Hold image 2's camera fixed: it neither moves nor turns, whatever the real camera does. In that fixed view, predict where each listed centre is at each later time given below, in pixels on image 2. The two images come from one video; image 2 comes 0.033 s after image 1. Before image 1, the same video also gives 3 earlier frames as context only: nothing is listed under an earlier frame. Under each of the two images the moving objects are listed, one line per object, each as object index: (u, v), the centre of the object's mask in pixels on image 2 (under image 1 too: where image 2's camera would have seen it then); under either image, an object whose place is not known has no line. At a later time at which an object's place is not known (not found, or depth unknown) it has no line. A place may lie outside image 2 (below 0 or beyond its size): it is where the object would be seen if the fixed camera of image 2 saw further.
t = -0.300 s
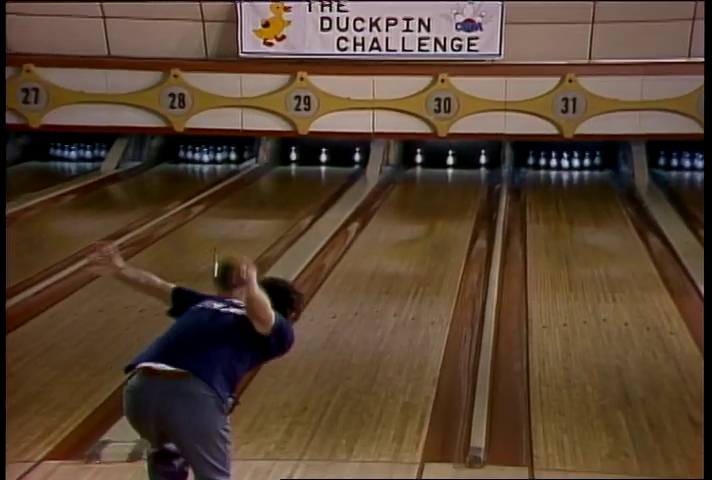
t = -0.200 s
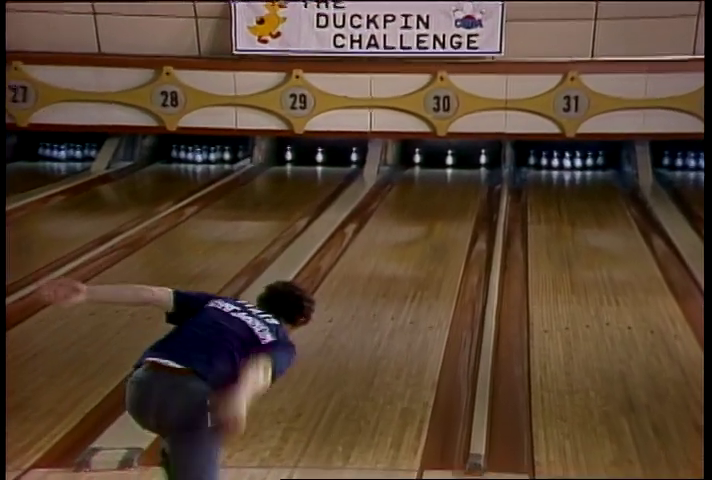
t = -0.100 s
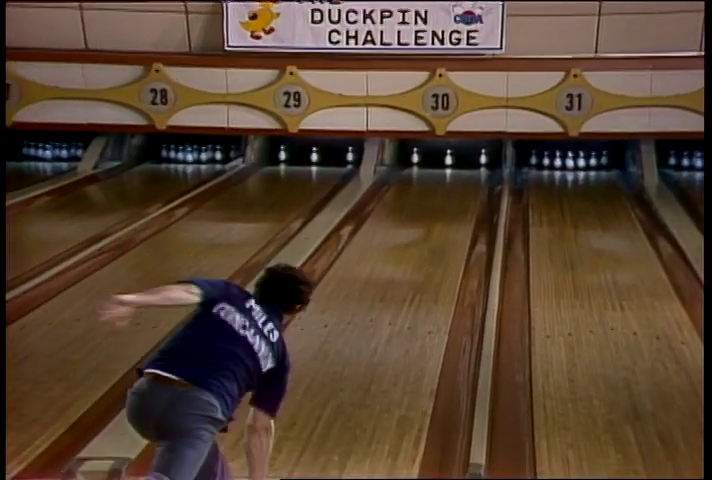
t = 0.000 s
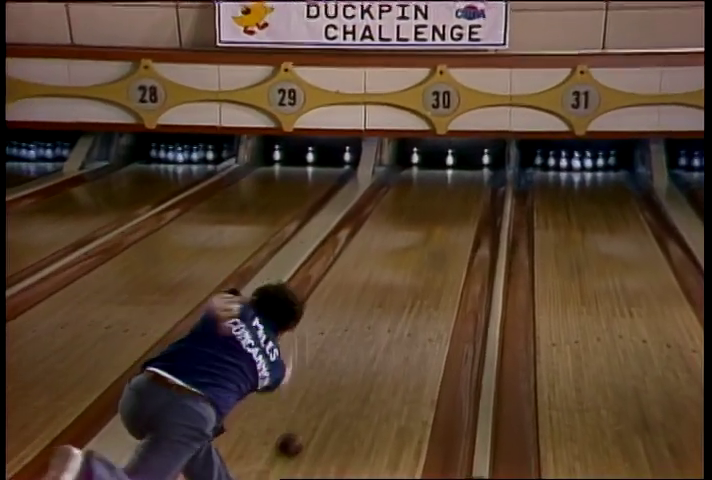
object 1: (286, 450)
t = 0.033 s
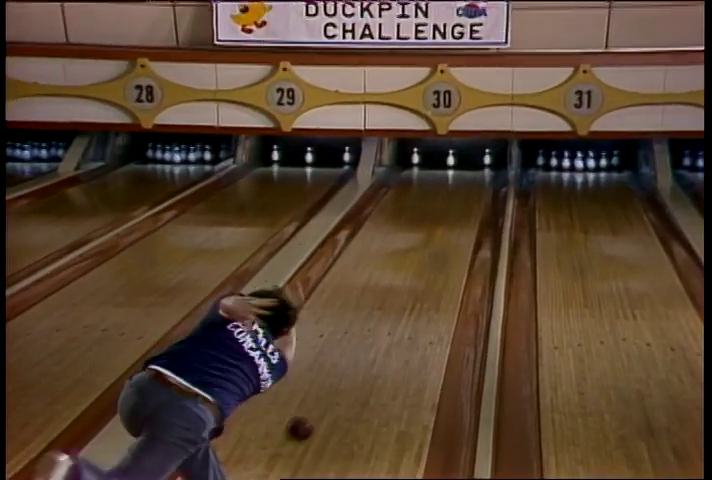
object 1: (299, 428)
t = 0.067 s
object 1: (309, 410)
